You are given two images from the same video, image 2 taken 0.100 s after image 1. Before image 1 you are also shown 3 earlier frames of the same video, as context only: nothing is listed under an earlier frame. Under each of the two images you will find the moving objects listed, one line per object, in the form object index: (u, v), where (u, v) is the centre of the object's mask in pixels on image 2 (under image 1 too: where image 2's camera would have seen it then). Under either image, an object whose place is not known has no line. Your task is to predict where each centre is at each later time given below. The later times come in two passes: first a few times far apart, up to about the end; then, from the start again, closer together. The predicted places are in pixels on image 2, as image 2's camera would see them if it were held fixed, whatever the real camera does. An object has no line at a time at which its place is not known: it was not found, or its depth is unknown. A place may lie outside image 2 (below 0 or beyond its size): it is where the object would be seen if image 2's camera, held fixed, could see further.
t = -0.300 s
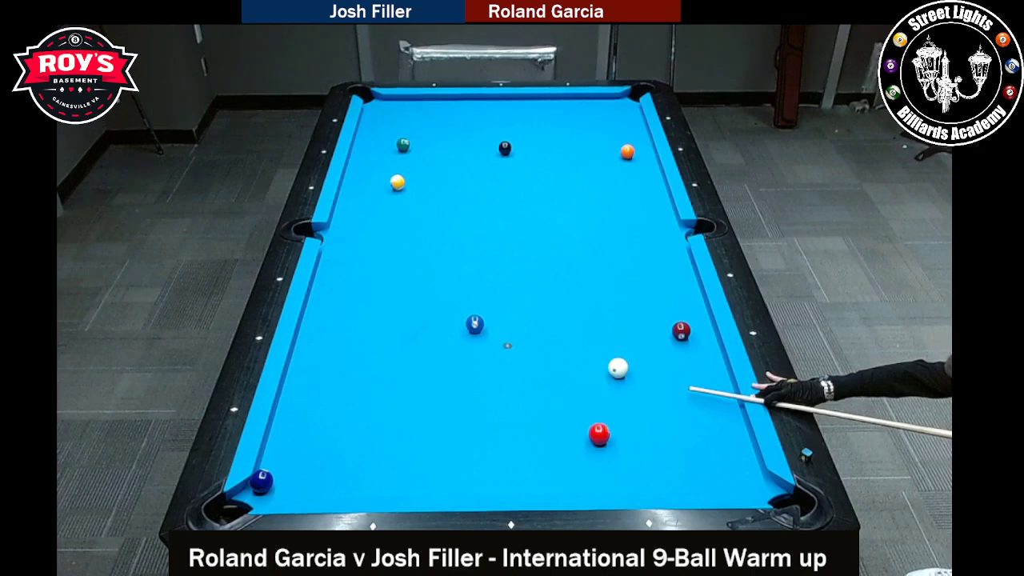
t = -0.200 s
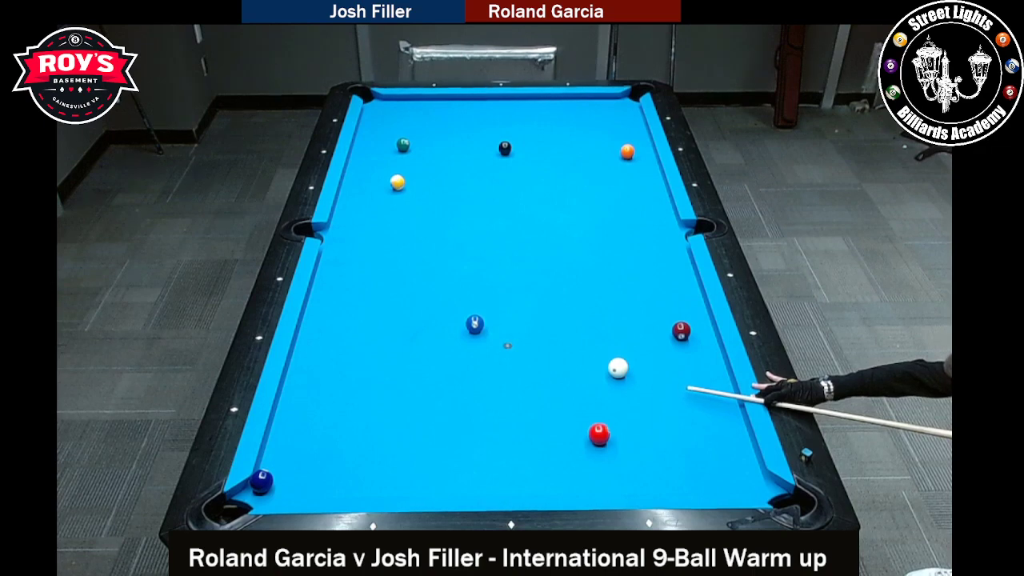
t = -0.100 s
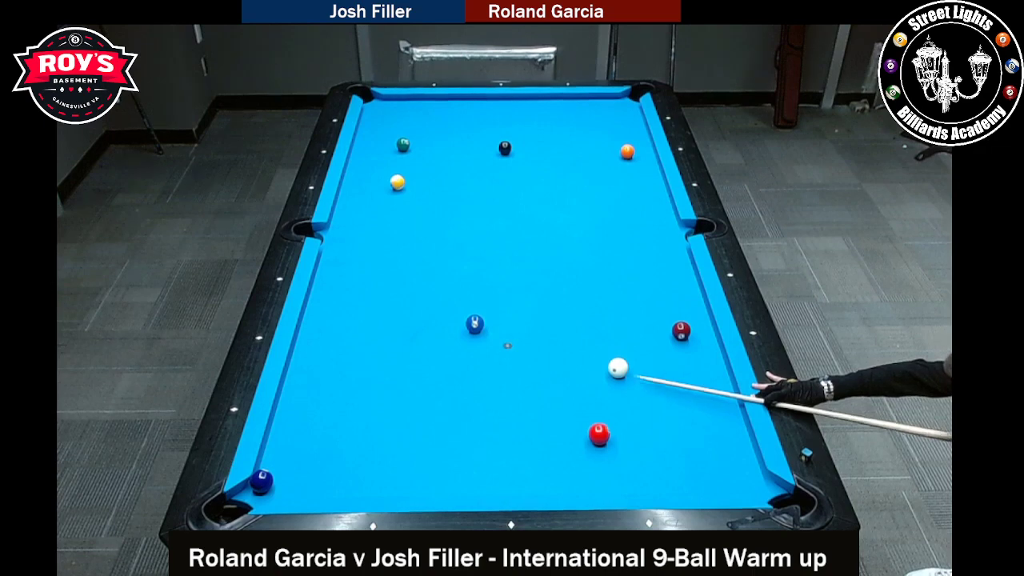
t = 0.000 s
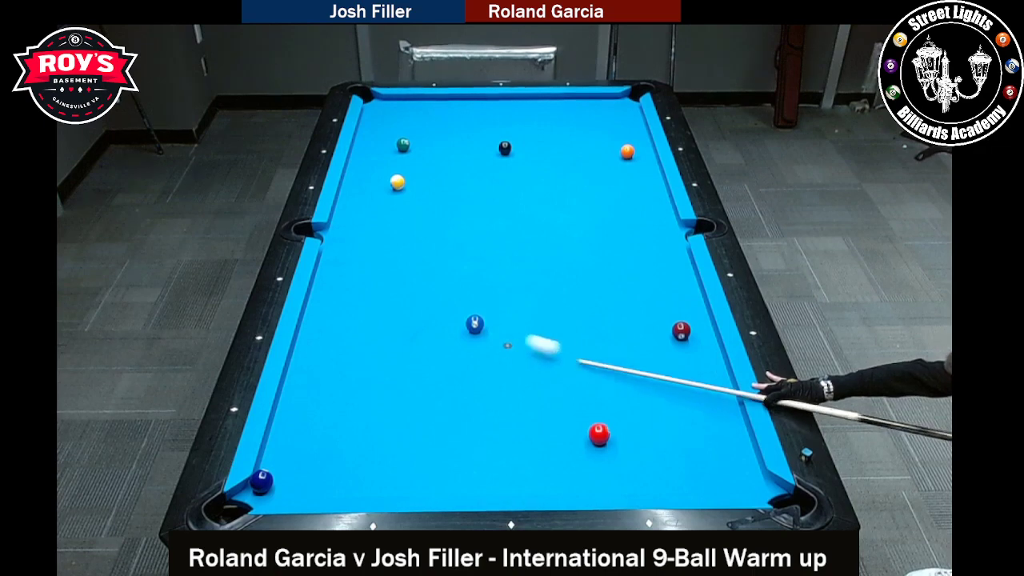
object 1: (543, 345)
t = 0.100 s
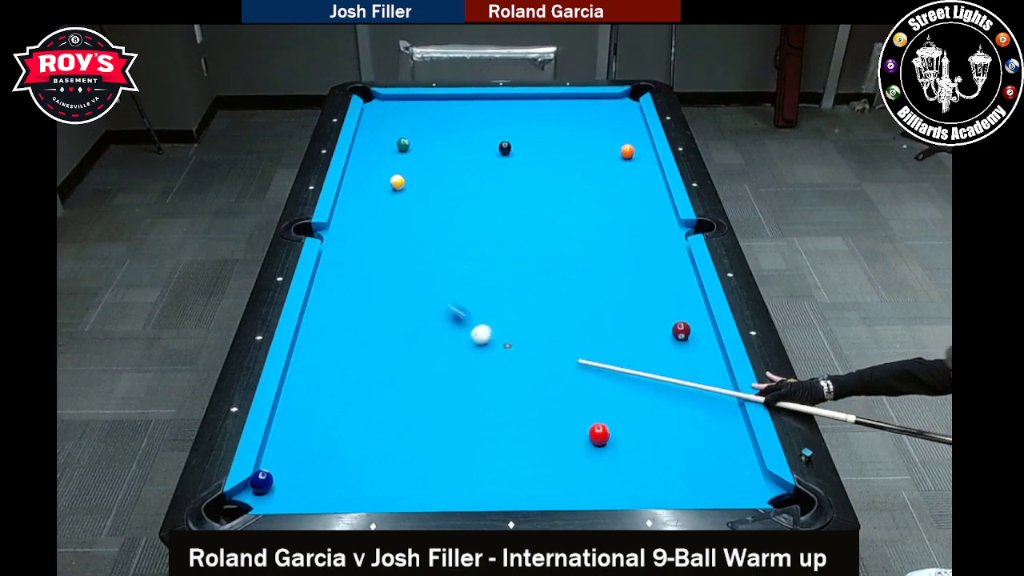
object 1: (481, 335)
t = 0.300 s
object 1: (460, 357)
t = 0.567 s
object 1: (448, 387)
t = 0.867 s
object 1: (434, 422)
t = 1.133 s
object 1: (421, 455)
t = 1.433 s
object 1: (406, 489)
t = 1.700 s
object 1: (412, 473)
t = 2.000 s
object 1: (418, 455)
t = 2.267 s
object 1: (423, 442)
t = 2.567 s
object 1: (427, 429)
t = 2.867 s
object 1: (431, 419)
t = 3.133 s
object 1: (434, 412)
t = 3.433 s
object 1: (434, 405)
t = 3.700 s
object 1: (434, 401)
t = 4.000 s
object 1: (433, 398)
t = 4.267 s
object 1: (432, 398)
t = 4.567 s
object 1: (432, 398)
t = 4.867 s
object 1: (432, 398)
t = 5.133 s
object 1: (432, 398)
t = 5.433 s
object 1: (432, 398)
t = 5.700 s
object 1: (432, 397)
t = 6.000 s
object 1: (432, 398)
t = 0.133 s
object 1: (475, 338)
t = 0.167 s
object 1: (470, 342)
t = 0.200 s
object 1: (466, 346)
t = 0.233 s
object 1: (464, 349)
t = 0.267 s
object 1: (461, 353)
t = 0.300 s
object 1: (460, 357)
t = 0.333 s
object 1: (458, 361)
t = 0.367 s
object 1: (457, 364)
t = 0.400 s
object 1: (455, 368)
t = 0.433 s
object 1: (454, 371)
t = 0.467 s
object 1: (452, 375)
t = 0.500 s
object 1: (451, 379)
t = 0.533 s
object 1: (449, 383)
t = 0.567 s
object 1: (448, 387)
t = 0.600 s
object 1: (446, 391)
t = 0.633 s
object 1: (445, 394)
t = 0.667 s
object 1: (443, 398)
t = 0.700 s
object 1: (442, 402)
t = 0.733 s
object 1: (440, 406)
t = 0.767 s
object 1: (438, 410)
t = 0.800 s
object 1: (437, 414)
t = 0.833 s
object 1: (435, 418)
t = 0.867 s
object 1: (434, 422)
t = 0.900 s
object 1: (432, 426)
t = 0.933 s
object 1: (430, 430)
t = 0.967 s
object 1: (429, 434)
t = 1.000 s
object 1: (427, 438)
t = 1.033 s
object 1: (425, 442)
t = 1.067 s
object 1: (424, 447)
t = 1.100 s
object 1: (422, 451)
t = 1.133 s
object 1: (421, 455)
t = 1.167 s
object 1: (419, 459)
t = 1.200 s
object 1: (417, 463)
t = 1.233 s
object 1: (415, 467)
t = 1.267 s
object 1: (414, 471)
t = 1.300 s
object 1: (412, 476)
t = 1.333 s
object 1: (410, 480)
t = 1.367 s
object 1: (408, 484)
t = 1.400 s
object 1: (407, 487)
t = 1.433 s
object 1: (406, 489)
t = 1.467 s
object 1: (407, 486)
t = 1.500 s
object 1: (407, 485)
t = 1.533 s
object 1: (408, 484)
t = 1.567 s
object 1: (409, 481)
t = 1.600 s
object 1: (410, 479)
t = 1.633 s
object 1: (410, 477)
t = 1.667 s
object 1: (411, 475)
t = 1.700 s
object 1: (412, 473)
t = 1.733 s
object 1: (413, 471)
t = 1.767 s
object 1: (413, 468)
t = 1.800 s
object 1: (414, 466)
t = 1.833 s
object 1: (415, 464)
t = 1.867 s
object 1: (416, 462)
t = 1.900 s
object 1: (416, 461)
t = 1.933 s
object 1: (417, 459)
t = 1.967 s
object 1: (418, 457)
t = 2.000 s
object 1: (418, 455)
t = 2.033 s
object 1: (419, 453)
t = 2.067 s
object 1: (420, 451)
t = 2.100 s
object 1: (420, 450)
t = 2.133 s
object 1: (421, 448)
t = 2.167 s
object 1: (422, 446)
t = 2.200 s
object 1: (422, 445)
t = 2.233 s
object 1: (423, 443)
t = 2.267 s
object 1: (423, 442)
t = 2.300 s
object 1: (424, 440)
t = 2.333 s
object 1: (424, 439)
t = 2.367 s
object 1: (425, 437)
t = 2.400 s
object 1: (425, 436)
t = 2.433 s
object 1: (426, 434)
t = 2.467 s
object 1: (426, 433)
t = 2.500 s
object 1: (427, 432)
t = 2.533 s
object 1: (427, 430)
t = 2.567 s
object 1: (427, 429)
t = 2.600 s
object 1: (428, 428)
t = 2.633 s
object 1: (428, 427)
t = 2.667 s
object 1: (429, 425)
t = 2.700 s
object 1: (429, 424)
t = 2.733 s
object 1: (430, 423)
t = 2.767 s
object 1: (430, 422)
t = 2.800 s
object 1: (430, 421)
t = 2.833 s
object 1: (431, 420)
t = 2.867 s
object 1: (431, 419)
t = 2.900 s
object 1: (431, 418)
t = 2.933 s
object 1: (430, 418)
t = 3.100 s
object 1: (437, 416)
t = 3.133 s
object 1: (434, 412)
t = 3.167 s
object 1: (434, 411)
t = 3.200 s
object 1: (434, 410)
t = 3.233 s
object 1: (434, 409)
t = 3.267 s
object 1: (434, 408)
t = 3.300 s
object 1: (434, 408)
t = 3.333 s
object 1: (434, 407)
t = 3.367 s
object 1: (434, 407)
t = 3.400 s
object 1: (434, 406)
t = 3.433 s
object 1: (434, 405)
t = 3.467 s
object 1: (434, 404)
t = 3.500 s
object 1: (434, 404)
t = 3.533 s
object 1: (434, 403)
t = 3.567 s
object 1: (434, 403)
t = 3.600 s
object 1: (434, 402)
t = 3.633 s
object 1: (434, 402)
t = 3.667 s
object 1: (434, 401)
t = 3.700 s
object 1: (434, 401)
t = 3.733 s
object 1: (434, 401)
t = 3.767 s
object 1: (434, 400)
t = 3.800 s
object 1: (433, 400)
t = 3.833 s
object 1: (433, 400)
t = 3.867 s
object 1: (433, 399)
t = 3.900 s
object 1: (433, 399)
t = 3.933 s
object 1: (433, 399)
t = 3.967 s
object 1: (433, 399)
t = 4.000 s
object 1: (433, 398)
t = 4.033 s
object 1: (433, 398)
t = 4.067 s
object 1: (433, 398)
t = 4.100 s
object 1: (433, 398)
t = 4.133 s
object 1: (433, 398)
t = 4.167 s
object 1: (432, 398)
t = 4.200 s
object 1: (432, 398)
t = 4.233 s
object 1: (432, 398)
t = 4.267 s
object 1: (432, 398)
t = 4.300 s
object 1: (432, 398)
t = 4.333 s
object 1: (432, 398)
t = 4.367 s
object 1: (432, 398)
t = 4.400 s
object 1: (432, 398)
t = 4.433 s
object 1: (432, 397)
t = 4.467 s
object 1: (432, 398)
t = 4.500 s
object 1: (432, 398)
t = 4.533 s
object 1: (432, 398)
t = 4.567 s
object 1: (432, 398)
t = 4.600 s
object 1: (432, 398)
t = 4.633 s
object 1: (432, 398)
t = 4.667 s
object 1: (432, 398)
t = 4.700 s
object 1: (432, 397)
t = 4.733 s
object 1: (432, 398)
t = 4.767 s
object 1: (432, 397)
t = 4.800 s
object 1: (432, 398)
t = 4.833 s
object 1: (432, 398)
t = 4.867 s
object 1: (432, 398)
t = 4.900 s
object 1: (432, 398)
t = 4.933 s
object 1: (432, 398)
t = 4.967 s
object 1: (432, 398)
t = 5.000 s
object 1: (432, 397)
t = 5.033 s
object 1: (432, 398)
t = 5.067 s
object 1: (432, 398)
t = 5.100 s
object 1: (432, 398)
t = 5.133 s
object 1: (432, 398)
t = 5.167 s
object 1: (432, 398)
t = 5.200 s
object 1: (432, 398)
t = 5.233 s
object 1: (432, 397)
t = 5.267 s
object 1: (432, 397)
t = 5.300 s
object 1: (432, 397)
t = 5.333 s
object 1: (432, 397)
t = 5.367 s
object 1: (432, 398)
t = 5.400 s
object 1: (432, 397)
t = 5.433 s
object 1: (432, 398)
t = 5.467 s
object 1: (432, 397)
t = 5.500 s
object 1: (432, 398)
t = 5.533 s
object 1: (432, 398)
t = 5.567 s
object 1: (432, 398)
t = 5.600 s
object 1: (432, 398)
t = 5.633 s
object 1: (432, 397)
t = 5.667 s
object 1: (432, 397)
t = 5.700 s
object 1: (432, 397)
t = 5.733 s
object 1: (432, 398)
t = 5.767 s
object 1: (432, 398)
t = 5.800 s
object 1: (432, 398)
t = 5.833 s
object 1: (432, 398)
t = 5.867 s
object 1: (432, 398)
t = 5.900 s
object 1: (432, 398)
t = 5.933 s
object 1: (432, 398)
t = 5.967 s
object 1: (432, 398)
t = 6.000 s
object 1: (432, 398)
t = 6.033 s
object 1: (432, 398)
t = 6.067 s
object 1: (432, 398)
